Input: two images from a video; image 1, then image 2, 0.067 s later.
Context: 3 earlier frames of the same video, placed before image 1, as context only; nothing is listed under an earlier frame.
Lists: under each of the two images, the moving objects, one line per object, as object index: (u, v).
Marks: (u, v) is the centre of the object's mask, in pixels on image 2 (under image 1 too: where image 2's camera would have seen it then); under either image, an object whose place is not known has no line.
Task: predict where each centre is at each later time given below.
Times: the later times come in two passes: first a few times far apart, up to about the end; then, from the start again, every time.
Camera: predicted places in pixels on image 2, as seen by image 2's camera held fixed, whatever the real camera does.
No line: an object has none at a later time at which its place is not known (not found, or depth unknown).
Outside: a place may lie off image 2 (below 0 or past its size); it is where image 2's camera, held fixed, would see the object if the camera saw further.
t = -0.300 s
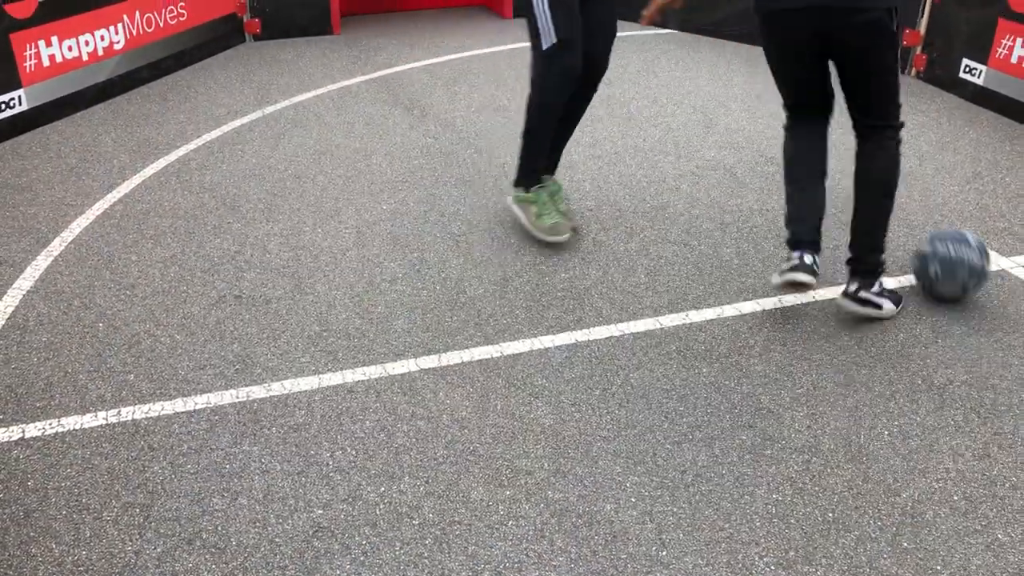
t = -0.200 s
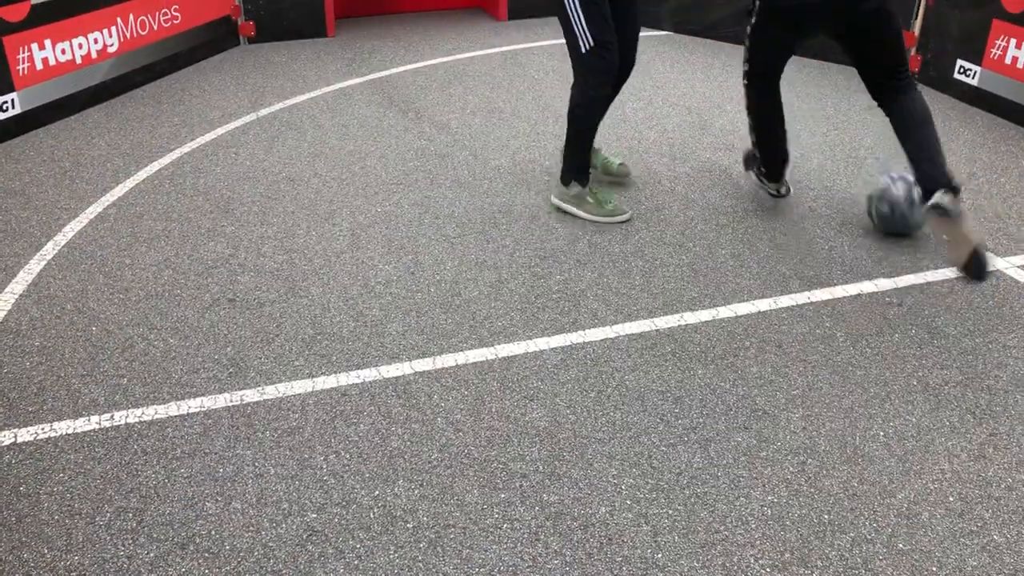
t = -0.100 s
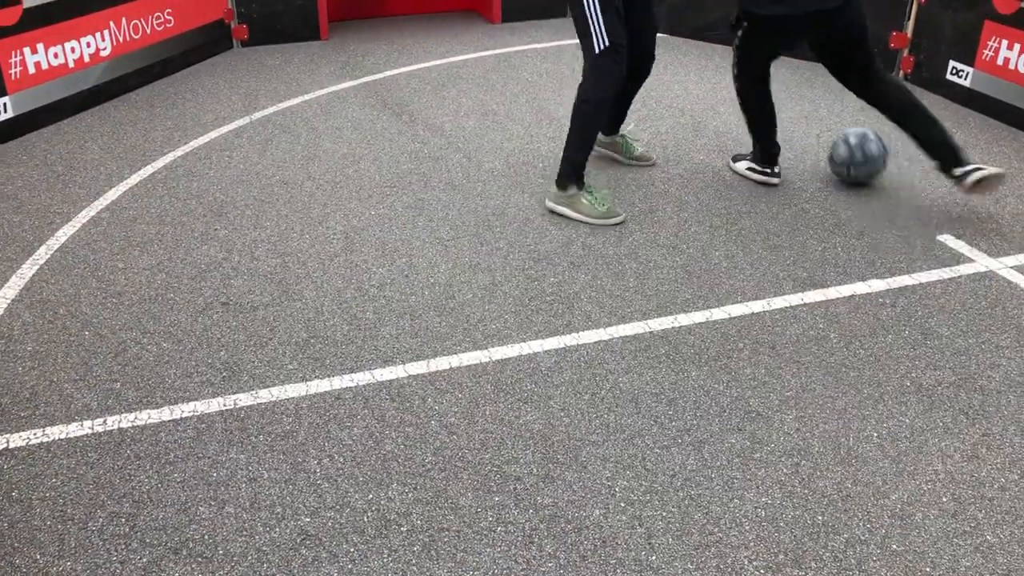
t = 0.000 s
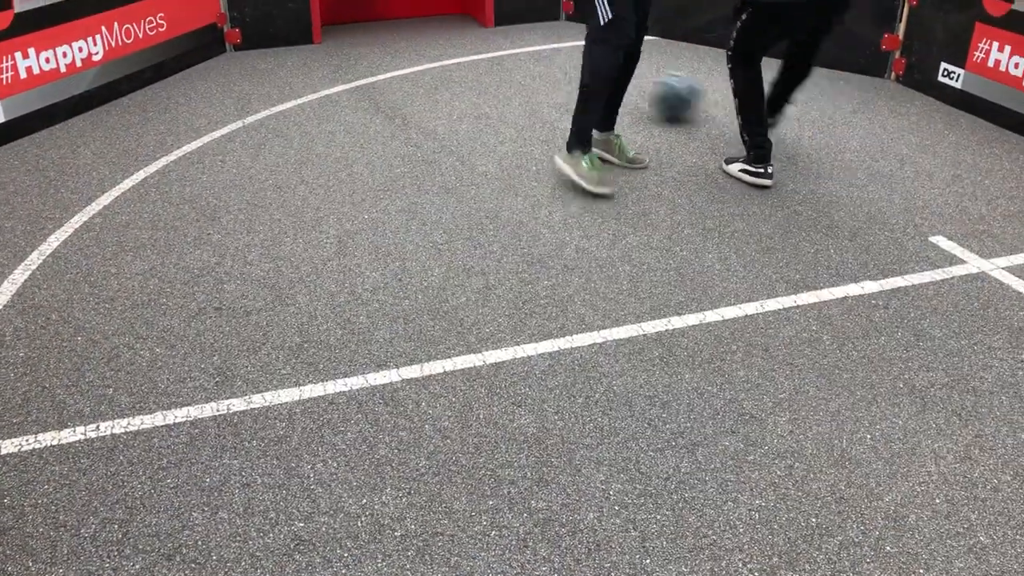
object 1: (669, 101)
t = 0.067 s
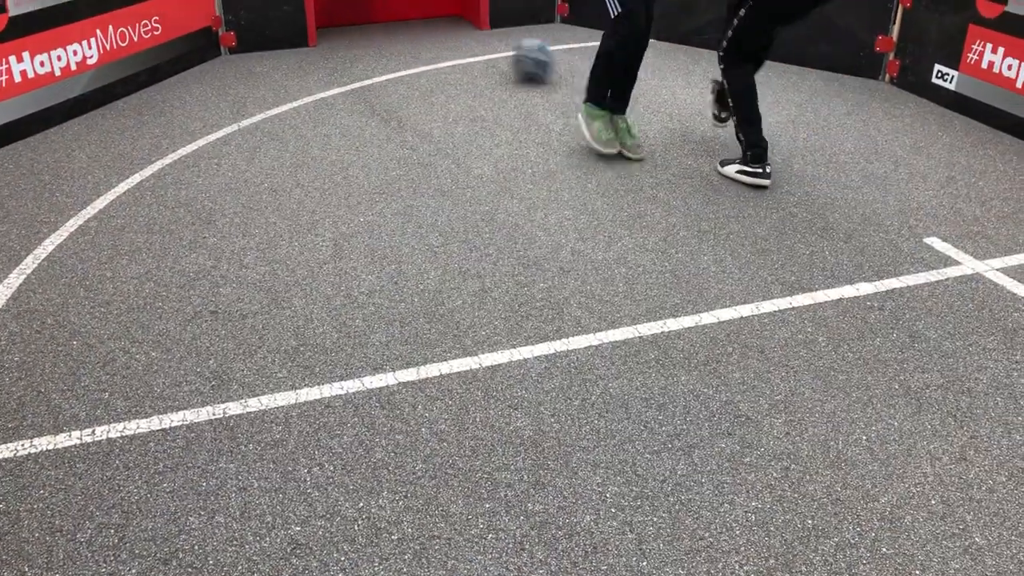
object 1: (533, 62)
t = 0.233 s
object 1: (352, 11)
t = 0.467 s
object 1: (325, 28)
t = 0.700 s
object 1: (291, 55)
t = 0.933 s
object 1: (247, 81)
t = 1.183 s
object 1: (193, 112)
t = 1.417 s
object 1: (133, 146)
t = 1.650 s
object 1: (60, 188)
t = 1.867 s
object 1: (1, 235)
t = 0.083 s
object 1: (505, 54)
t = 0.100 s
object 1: (477, 44)
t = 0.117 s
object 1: (453, 37)
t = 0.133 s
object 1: (429, 30)
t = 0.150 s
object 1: (407, 25)
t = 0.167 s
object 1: (385, 19)
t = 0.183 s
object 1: (365, 13)
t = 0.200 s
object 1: (357, 13)
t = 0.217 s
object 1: (355, 12)
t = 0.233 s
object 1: (352, 11)
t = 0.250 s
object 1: (351, 9)
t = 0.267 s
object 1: (349, 7)
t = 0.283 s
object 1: (347, 6)
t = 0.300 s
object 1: (345, 5)
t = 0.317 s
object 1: (343, 5)
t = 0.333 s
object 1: (341, 5)
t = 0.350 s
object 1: (338, 6)
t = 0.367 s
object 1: (336, 8)
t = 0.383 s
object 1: (334, 10)
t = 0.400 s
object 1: (332, 13)
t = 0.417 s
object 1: (329, 16)
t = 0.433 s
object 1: (328, 20)
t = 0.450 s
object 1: (327, 24)
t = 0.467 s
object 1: (325, 28)
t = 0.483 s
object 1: (323, 35)
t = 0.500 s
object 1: (321, 38)
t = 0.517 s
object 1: (319, 38)
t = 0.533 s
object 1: (316, 38)
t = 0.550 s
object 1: (313, 37)
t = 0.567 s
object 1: (311, 37)
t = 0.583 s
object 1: (308, 38)
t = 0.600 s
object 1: (306, 40)
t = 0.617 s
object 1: (303, 42)
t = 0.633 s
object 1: (301, 45)
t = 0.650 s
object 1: (298, 49)
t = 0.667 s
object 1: (296, 52)
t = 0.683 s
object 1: (293, 55)
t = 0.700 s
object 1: (291, 55)
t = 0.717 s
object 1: (288, 56)
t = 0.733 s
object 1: (285, 57)
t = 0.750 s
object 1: (282, 59)
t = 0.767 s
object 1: (279, 61)
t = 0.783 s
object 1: (276, 64)
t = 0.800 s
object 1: (274, 67)
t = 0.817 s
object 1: (271, 69)
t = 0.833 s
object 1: (267, 70)
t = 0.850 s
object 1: (264, 72)
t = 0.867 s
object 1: (261, 74)
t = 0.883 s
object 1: (258, 75)
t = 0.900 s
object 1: (254, 77)
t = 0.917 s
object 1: (251, 79)
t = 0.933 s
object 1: (247, 81)
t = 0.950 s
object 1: (244, 83)
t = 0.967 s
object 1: (241, 85)
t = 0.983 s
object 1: (237, 87)
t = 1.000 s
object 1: (234, 90)
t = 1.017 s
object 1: (230, 91)
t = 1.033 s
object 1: (227, 92)
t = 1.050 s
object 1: (223, 95)
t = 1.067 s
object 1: (220, 97)
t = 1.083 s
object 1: (216, 99)
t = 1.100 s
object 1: (212, 101)
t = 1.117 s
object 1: (209, 103)
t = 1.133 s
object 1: (206, 106)
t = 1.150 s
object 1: (202, 109)
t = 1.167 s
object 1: (197, 110)
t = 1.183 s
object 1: (193, 112)
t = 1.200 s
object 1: (189, 115)
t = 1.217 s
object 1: (185, 117)
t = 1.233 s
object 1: (181, 119)
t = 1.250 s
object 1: (177, 121)
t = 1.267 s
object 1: (172, 124)
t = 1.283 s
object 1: (168, 126)
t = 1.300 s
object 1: (164, 128)
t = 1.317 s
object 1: (159, 131)
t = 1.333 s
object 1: (156, 135)
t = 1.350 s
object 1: (152, 137)
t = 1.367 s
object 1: (146, 139)
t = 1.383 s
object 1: (142, 141)
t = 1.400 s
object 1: (138, 144)
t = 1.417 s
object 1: (133, 146)
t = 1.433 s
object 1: (129, 149)
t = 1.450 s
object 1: (124, 151)
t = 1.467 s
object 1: (119, 155)
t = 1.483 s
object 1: (114, 158)
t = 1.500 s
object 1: (109, 160)
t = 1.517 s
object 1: (103, 164)
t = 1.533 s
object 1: (98, 166)
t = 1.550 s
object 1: (93, 169)
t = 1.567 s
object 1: (88, 172)
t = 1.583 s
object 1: (82, 175)
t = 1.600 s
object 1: (77, 178)
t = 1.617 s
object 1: (71, 182)
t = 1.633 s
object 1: (66, 184)
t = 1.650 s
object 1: (60, 188)
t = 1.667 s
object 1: (55, 192)
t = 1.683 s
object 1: (49, 195)
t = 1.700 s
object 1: (44, 198)
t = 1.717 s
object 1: (39, 203)
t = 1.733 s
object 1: (35, 205)
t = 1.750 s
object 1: (30, 207)
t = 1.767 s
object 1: (26, 212)
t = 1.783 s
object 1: (22, 215)
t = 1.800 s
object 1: (17, 220)
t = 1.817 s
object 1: (12, 222)
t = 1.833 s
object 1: (8, 227)
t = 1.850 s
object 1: (5, 230)
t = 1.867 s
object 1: (1, 235)
